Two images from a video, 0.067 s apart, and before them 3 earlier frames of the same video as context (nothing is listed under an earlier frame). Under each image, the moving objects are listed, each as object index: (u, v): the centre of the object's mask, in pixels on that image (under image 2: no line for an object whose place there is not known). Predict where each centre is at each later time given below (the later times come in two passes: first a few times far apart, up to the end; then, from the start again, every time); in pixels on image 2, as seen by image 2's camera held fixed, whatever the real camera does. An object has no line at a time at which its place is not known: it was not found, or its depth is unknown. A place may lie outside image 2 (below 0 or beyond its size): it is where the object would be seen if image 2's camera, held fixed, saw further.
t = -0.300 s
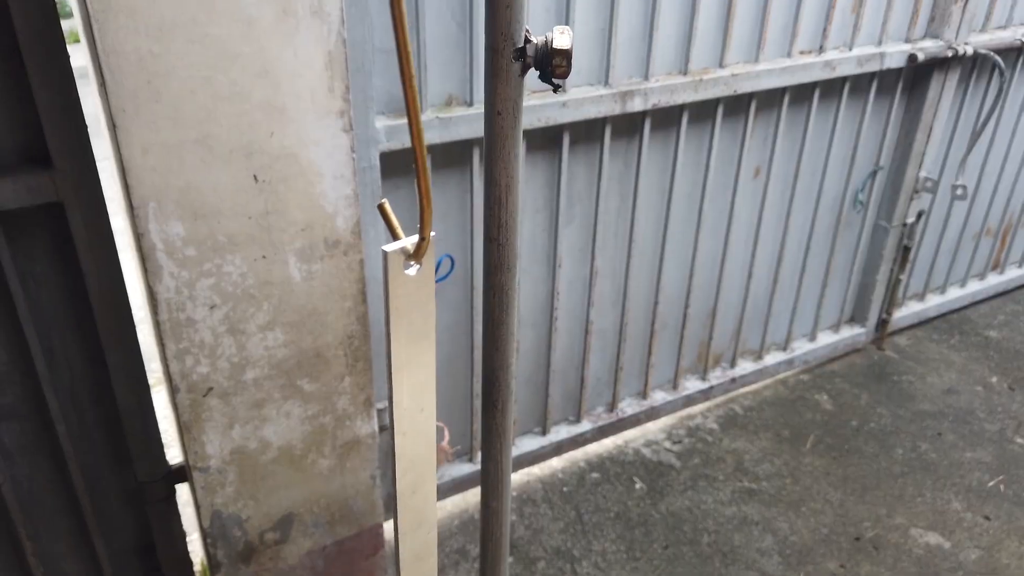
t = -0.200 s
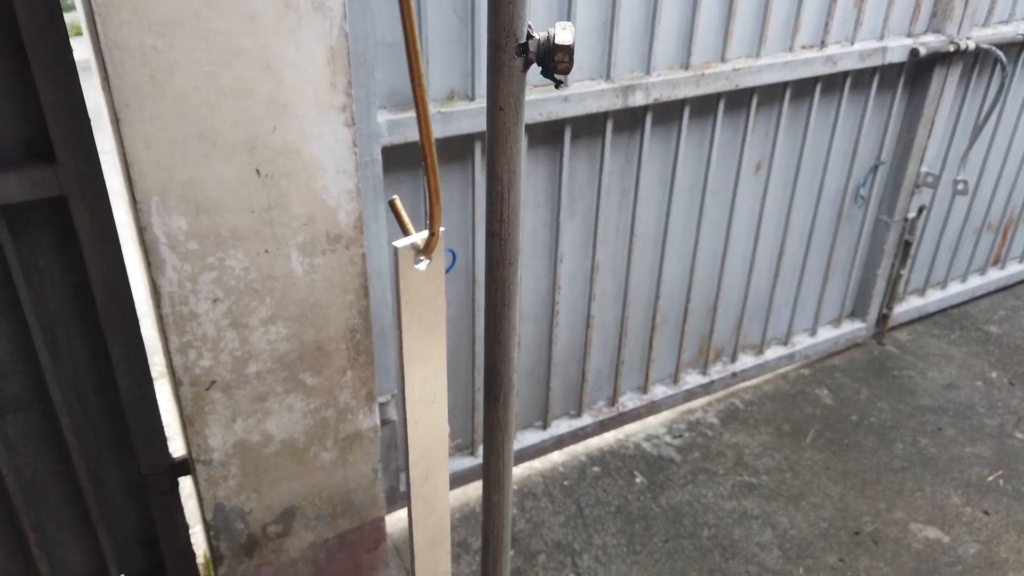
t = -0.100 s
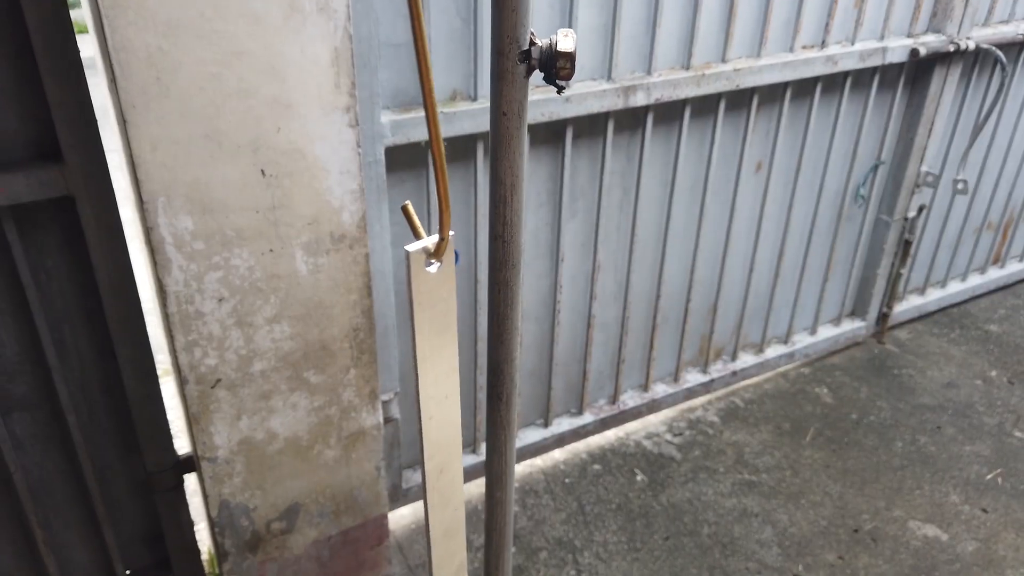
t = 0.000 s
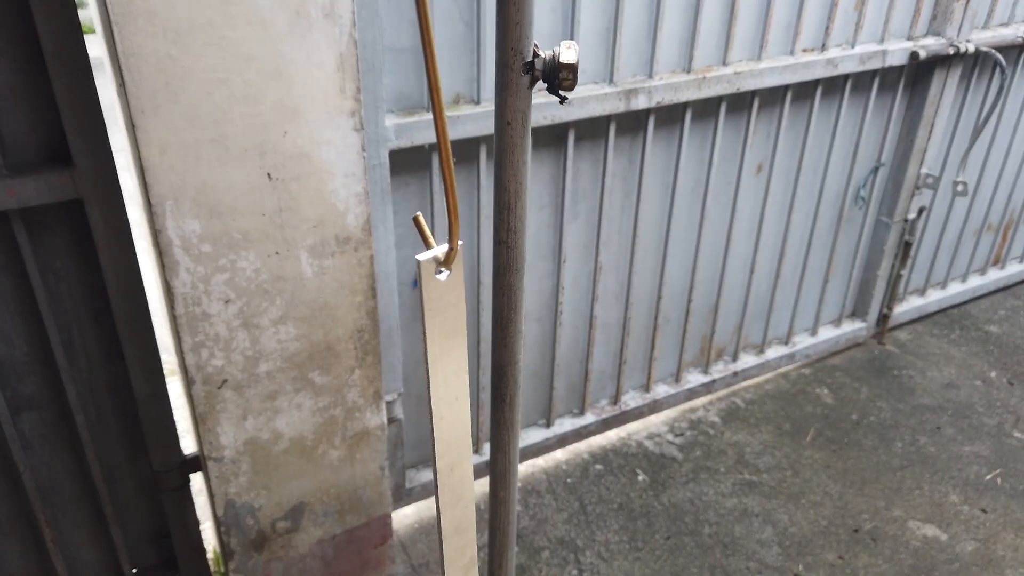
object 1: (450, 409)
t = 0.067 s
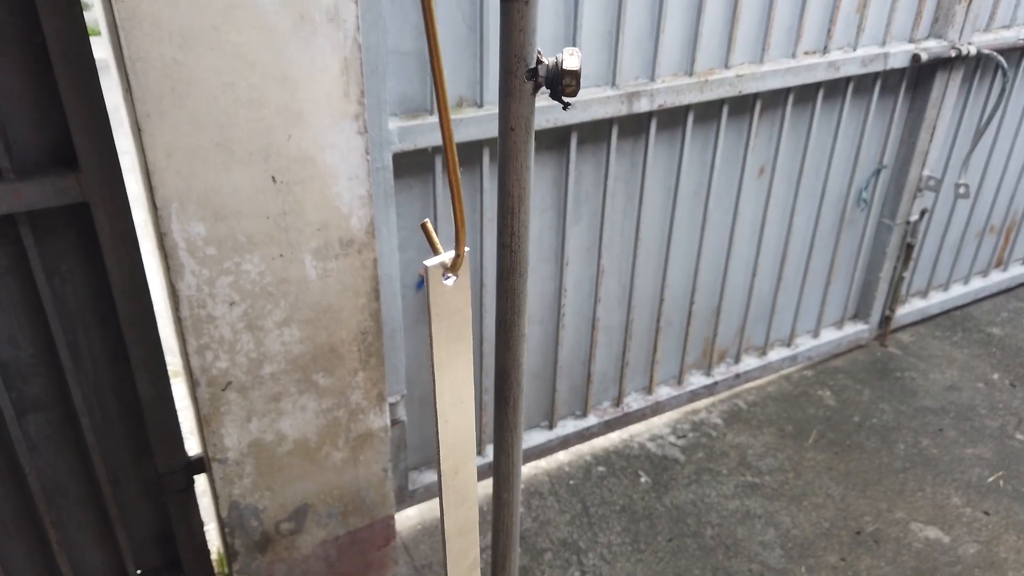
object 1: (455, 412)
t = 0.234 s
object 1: (451, 410)
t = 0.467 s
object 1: (452, 409)
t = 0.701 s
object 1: (457, 391)
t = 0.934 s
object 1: (449, 375)
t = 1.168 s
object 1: (437, 369)
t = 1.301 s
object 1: (443, 368)
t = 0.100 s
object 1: (455, 411)
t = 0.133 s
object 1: (453, 413)
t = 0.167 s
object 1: (452, 411)
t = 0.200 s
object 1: (451, 411)
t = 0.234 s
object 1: (451, 410)
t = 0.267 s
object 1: (450, 410)
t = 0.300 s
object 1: (450, 411)
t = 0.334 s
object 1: (450, 413)
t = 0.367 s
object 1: (450, 412)
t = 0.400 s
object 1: (450, 408)
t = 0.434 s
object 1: (451, 409)
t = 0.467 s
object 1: (452, 409)
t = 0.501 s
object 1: (453, 404)
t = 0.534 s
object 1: (455, 405)
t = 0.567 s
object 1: (455, 402)
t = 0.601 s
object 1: (456, 398)
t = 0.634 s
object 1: (456, 395)
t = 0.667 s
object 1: (456, 393)
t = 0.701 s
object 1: (457, 391)
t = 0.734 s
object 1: (456, 388)
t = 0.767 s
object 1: (456, 388)
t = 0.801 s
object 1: (455, 385)
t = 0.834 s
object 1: (454, 382)
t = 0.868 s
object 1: (453, 379)
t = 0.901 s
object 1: (451, 377)
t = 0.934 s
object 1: (449, 375)
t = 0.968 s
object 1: (447, 372)
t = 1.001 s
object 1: (444, 371)
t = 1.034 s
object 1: (442, 370)
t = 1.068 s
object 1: (440, 371)
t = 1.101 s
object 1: (438, 372)
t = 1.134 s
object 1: (437, 371)
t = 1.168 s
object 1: (437, 369)
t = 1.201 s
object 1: (438, 369)
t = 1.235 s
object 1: (439, 368)
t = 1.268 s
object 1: (441, 369)
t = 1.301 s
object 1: (443, 368)
